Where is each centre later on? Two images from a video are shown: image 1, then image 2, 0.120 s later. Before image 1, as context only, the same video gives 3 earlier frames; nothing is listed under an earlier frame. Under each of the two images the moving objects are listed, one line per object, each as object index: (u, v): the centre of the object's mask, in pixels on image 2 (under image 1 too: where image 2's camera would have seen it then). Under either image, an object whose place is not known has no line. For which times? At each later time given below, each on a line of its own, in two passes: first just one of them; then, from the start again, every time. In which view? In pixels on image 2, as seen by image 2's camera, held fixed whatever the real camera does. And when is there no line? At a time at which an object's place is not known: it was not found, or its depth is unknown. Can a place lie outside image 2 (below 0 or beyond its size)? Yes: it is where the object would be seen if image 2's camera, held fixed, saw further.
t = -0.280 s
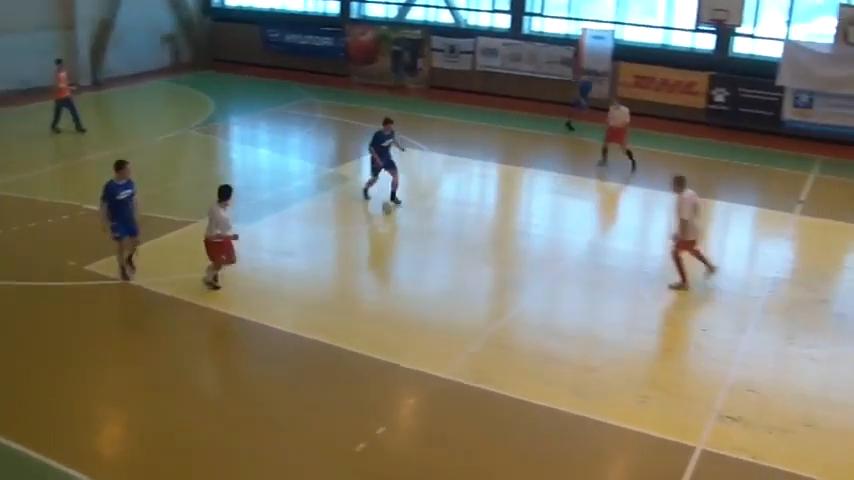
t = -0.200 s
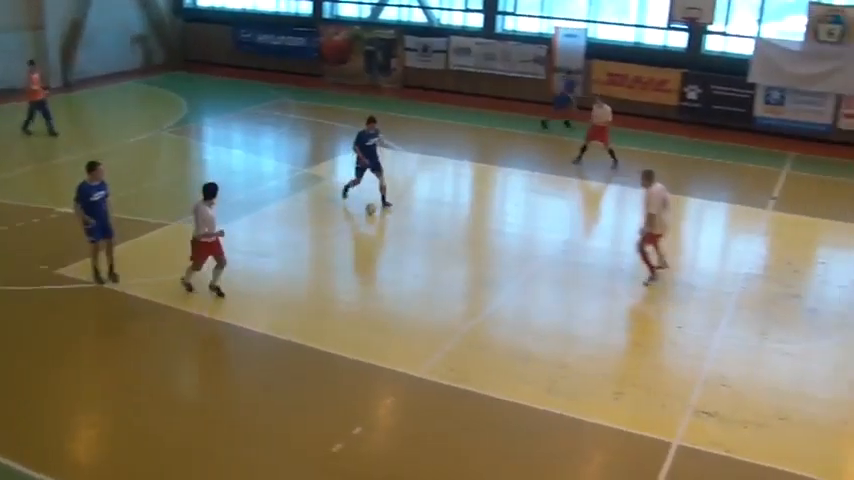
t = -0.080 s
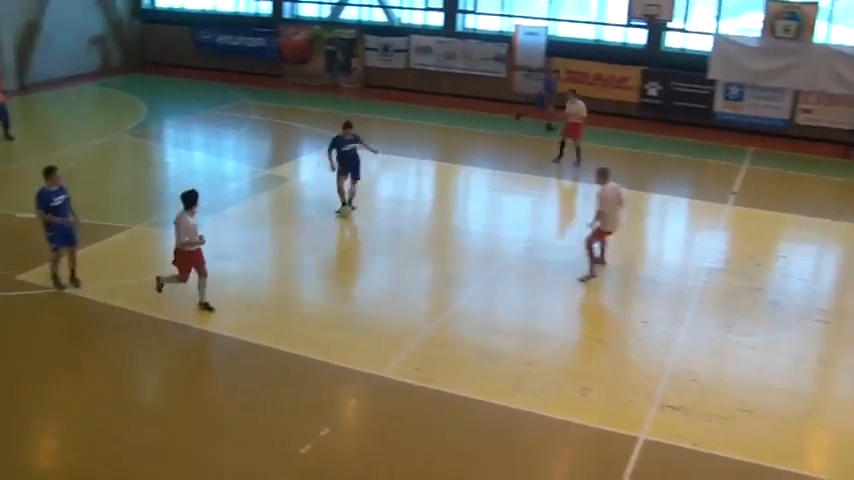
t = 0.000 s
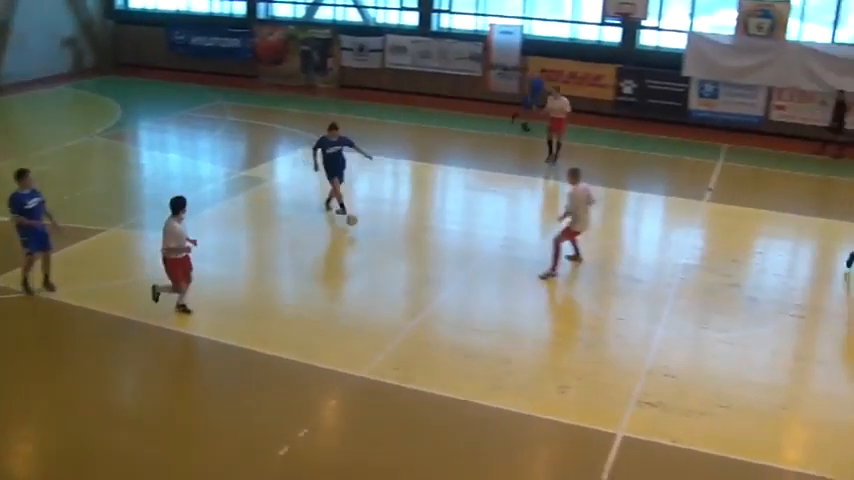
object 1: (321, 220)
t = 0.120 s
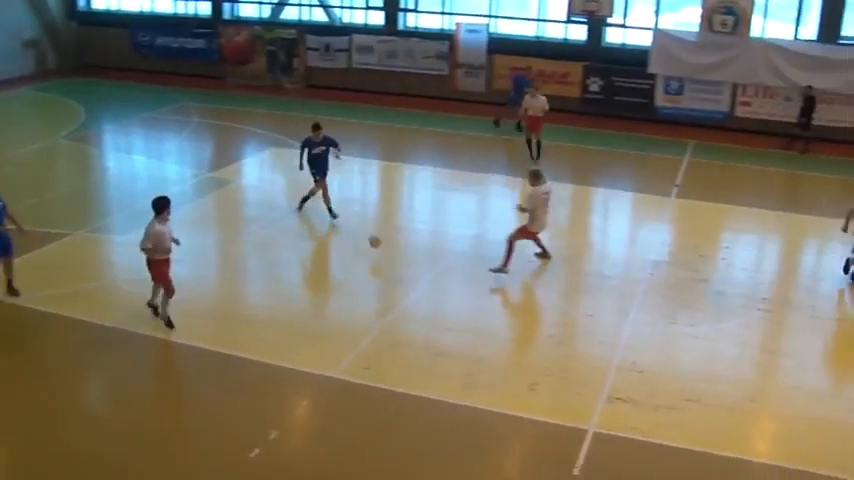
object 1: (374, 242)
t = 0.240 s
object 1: (437, 274)
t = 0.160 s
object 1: (394, 251)
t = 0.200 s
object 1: (415, 262)
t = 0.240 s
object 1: (437, 274)
